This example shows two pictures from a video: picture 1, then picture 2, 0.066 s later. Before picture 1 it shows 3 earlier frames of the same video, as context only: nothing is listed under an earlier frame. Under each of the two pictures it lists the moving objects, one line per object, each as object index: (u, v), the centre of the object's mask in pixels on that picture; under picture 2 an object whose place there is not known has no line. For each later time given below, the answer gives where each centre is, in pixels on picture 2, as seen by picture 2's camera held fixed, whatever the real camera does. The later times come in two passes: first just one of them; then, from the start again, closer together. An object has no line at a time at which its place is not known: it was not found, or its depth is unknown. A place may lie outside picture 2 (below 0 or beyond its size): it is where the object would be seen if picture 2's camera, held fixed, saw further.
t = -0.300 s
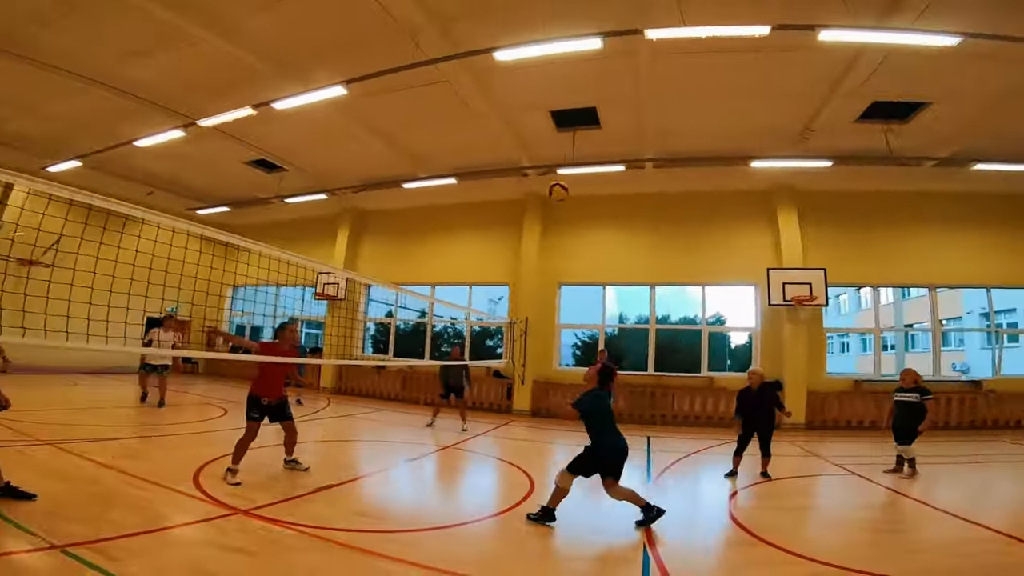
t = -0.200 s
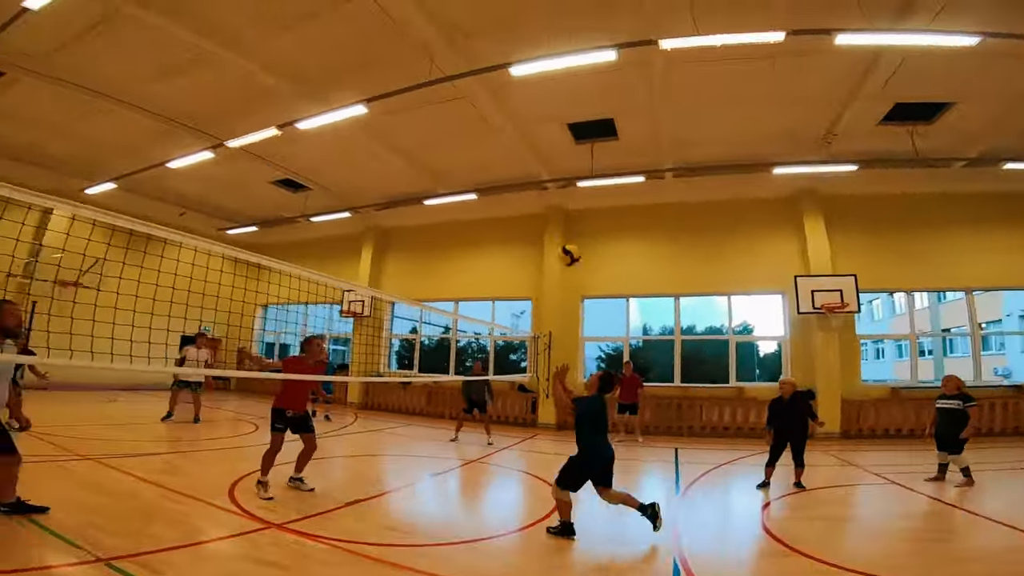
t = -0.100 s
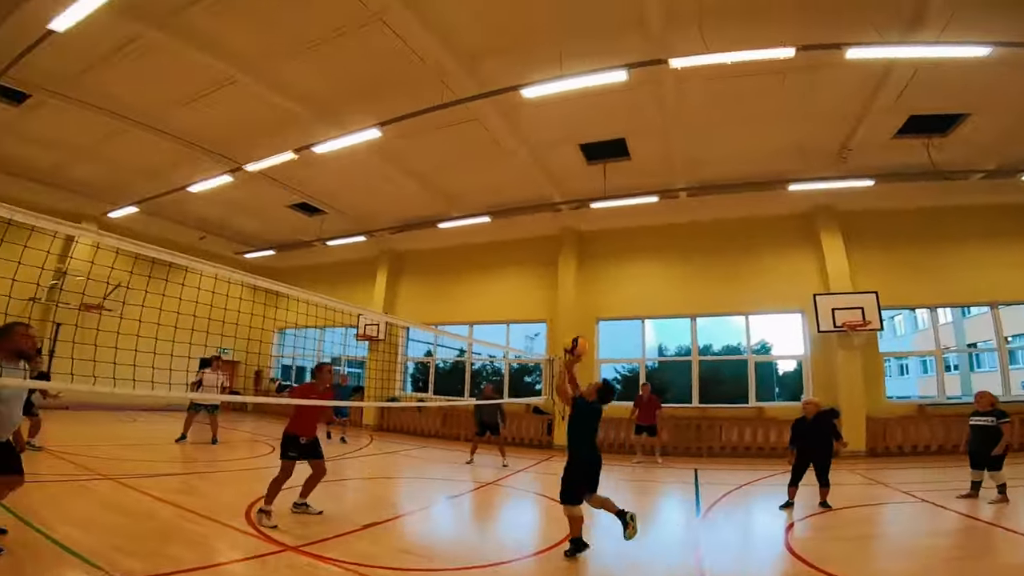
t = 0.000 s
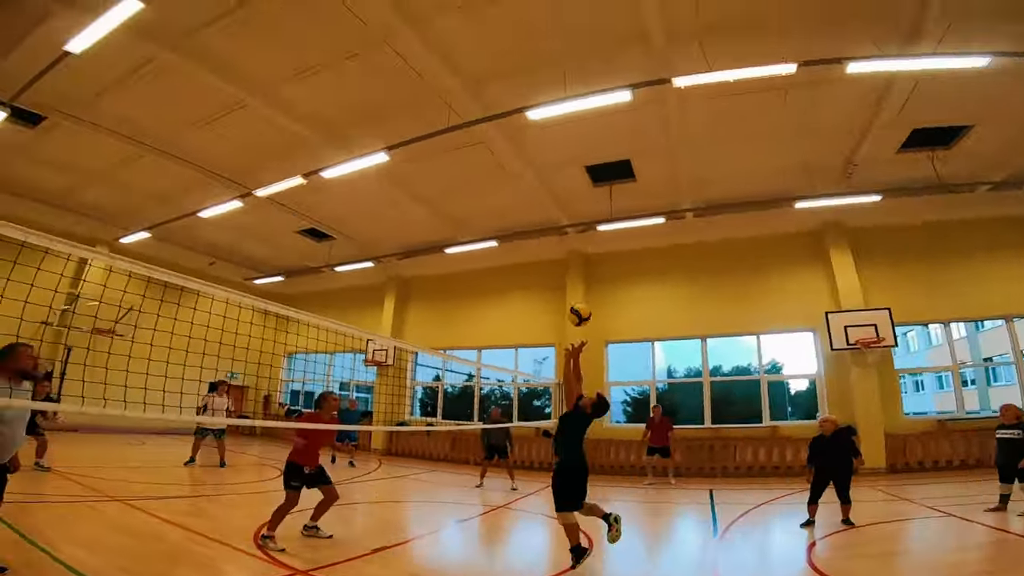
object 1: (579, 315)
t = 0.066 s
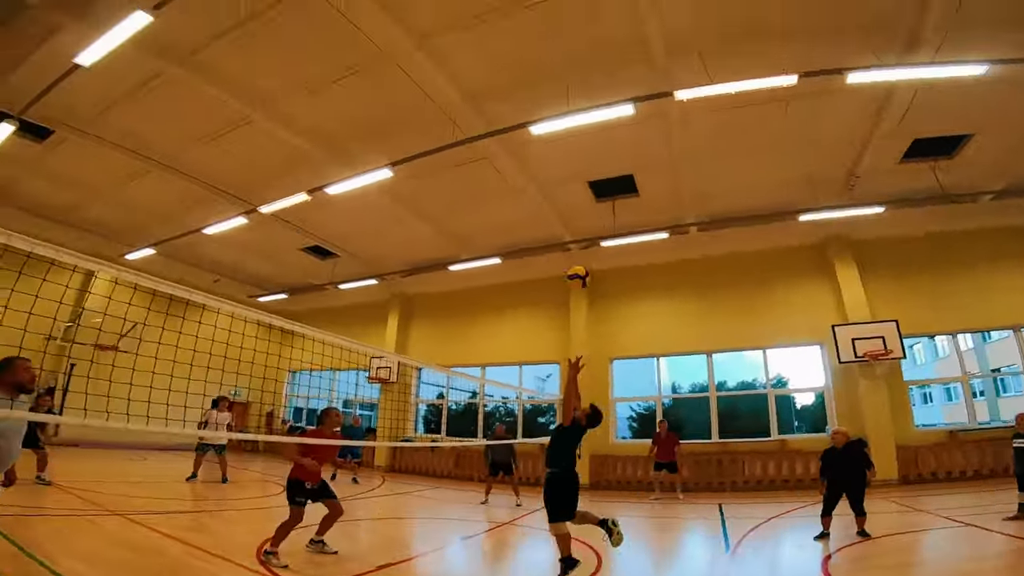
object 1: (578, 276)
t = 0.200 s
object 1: (564, 199)
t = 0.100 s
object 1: (575, 253)
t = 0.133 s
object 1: (572, 234)
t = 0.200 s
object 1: (564, 199)
